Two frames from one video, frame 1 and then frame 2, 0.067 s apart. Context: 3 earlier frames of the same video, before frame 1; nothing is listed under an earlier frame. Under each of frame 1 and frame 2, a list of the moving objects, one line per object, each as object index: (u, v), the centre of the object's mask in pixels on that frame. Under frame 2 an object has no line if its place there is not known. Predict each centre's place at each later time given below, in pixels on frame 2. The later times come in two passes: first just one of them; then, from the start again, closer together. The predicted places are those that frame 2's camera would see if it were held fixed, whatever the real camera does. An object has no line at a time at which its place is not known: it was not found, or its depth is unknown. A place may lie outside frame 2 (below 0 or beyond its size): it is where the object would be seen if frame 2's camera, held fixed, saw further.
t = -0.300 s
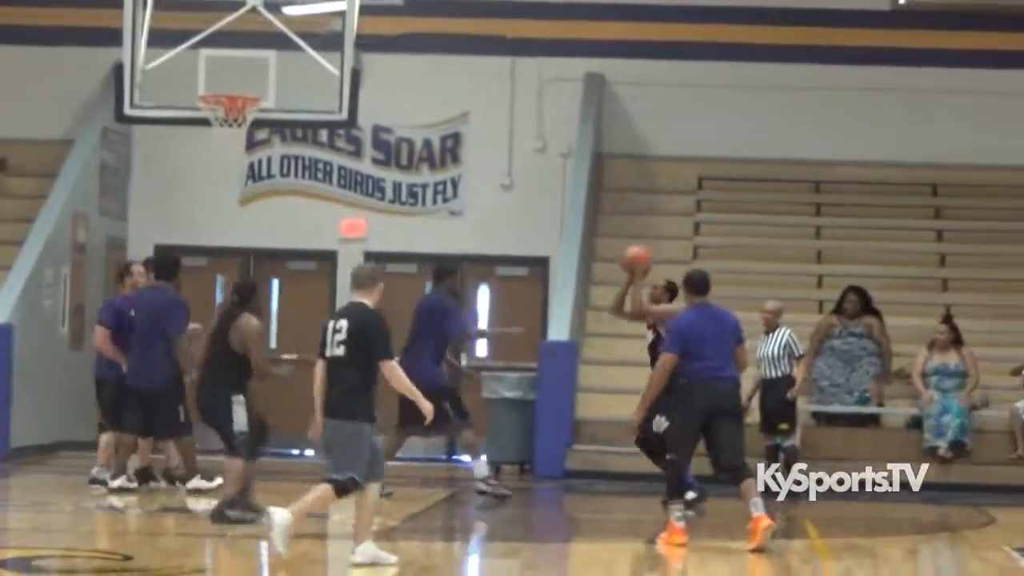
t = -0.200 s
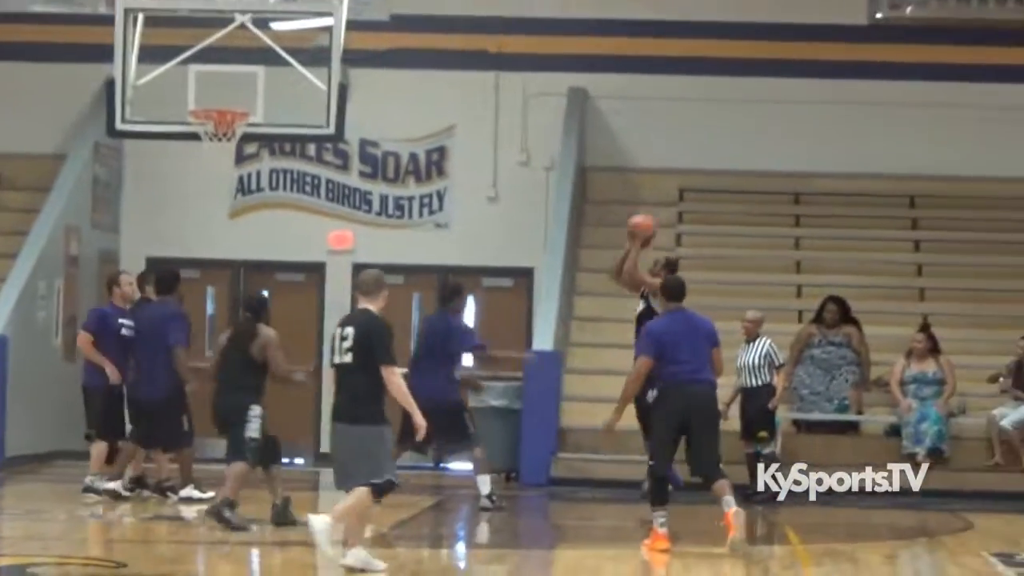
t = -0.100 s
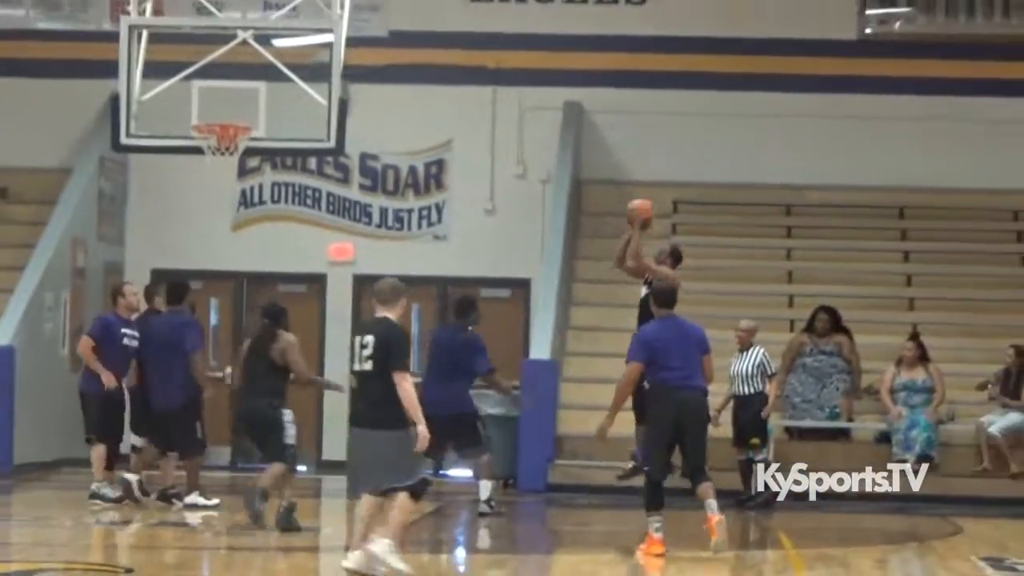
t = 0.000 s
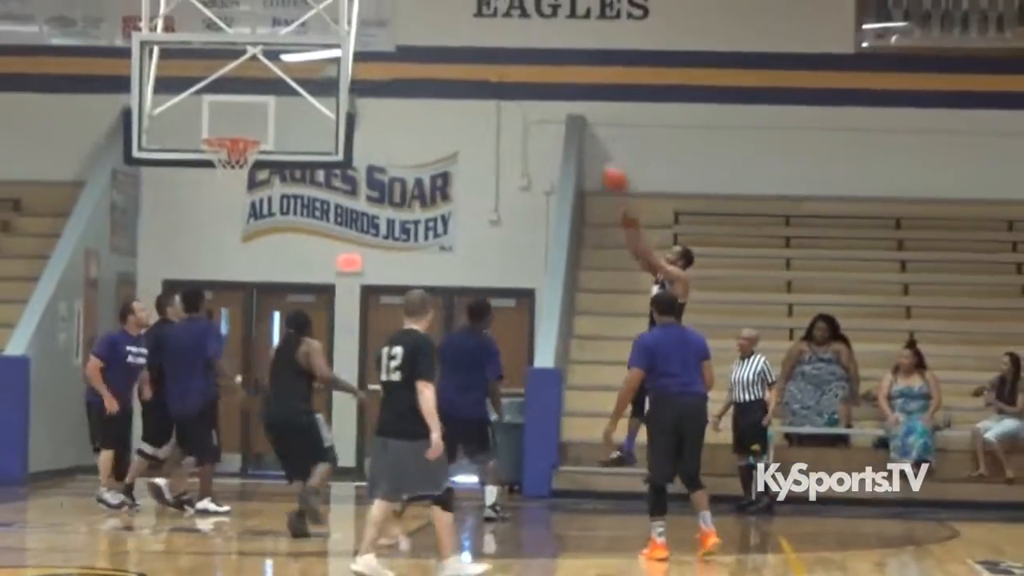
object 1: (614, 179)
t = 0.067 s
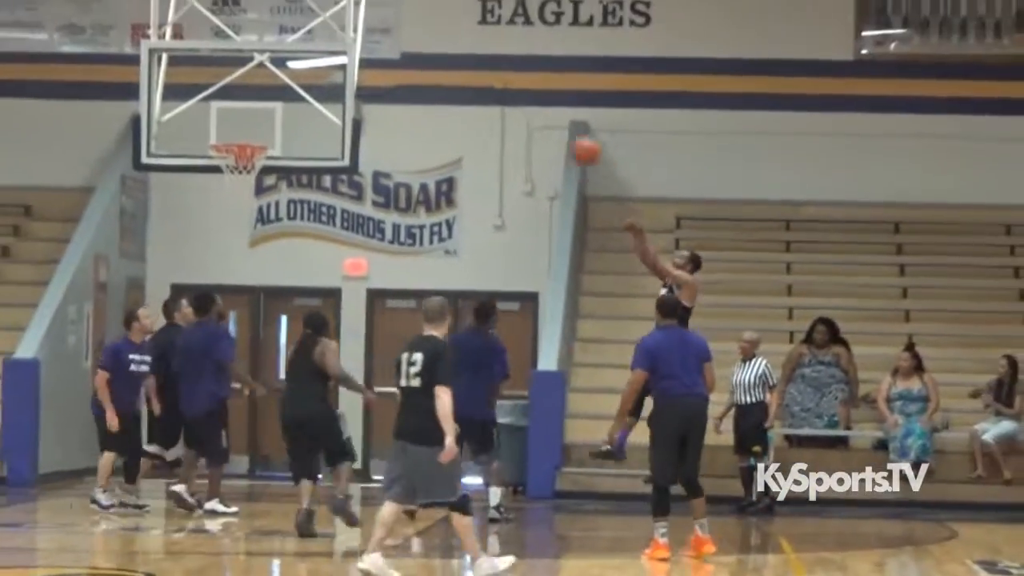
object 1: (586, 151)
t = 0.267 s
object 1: (492, 83)
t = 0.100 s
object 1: (569, 138)
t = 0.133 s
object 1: (553, 124)
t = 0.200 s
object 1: (521, 100)
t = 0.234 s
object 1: (505, 91)
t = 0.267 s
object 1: (492, 83)
